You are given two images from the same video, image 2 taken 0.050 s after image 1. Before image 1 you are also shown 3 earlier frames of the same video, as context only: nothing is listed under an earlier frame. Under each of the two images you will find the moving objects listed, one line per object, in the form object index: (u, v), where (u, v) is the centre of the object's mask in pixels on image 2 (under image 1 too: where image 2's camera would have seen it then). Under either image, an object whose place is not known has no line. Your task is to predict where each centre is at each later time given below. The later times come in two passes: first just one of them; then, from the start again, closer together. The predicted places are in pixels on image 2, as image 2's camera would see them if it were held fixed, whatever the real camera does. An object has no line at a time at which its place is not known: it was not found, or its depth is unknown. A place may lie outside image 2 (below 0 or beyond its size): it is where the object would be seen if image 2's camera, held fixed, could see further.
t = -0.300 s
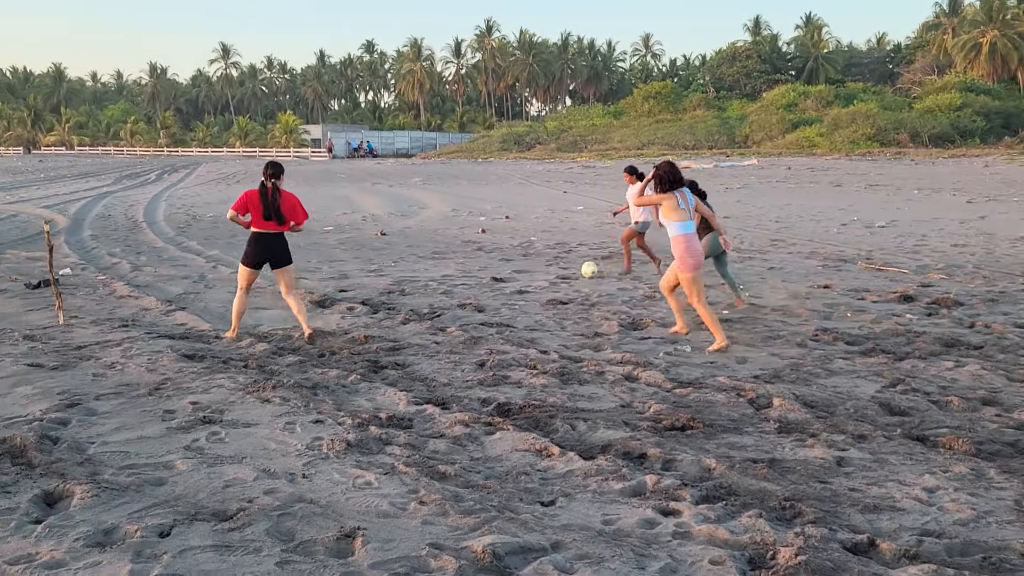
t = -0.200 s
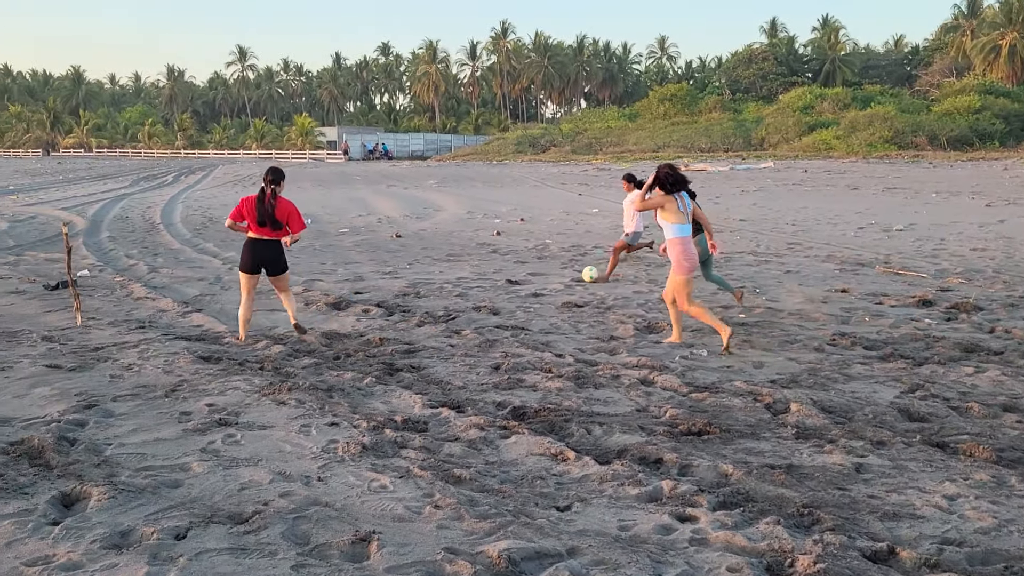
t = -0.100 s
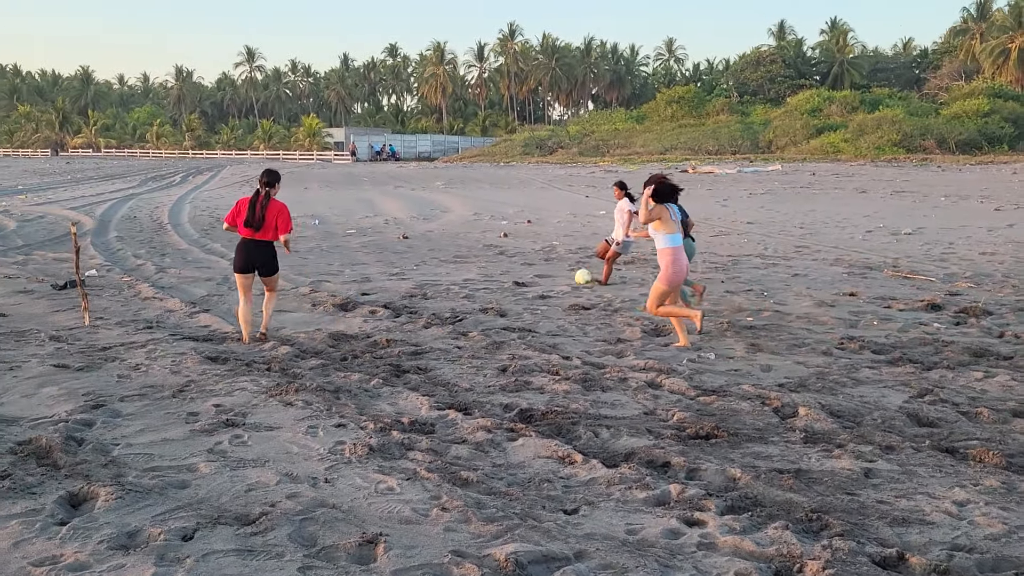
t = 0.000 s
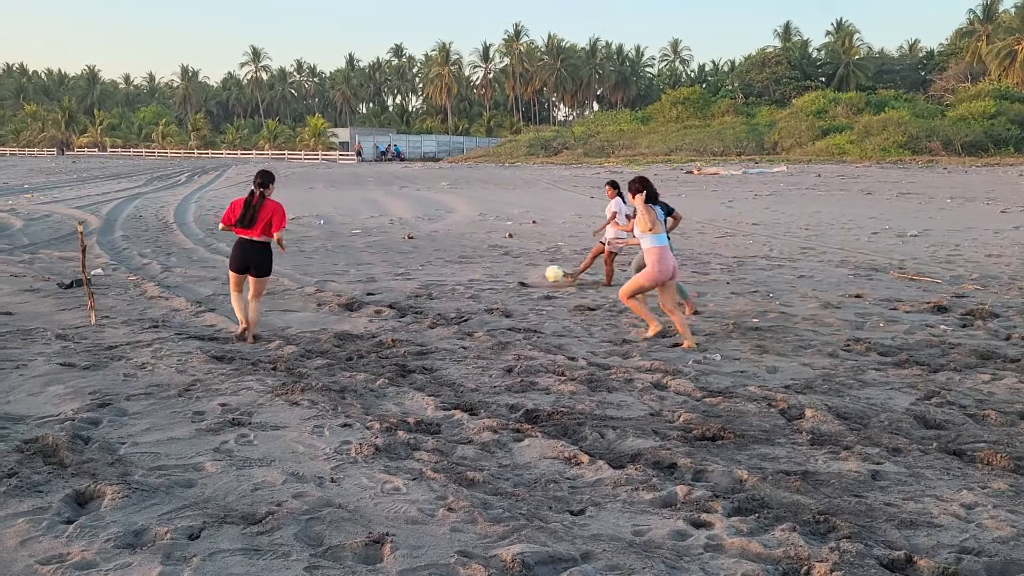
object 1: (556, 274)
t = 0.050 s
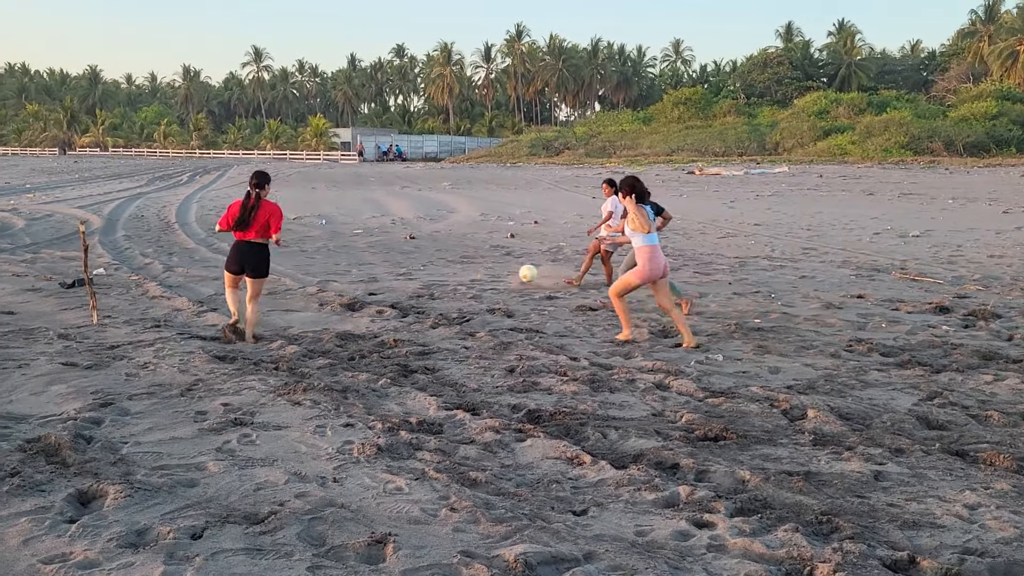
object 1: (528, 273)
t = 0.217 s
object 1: (420, 287)
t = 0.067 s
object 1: (518, 274)
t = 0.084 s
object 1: (509, 274)
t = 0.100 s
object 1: (498, 275)
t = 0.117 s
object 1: (488, 276)
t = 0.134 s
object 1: (477, 277)
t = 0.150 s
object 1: (466, 278)
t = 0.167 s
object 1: (455, 280)
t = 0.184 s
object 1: (444, 282)
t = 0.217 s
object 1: (420, 287)
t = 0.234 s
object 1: (407, 289)
